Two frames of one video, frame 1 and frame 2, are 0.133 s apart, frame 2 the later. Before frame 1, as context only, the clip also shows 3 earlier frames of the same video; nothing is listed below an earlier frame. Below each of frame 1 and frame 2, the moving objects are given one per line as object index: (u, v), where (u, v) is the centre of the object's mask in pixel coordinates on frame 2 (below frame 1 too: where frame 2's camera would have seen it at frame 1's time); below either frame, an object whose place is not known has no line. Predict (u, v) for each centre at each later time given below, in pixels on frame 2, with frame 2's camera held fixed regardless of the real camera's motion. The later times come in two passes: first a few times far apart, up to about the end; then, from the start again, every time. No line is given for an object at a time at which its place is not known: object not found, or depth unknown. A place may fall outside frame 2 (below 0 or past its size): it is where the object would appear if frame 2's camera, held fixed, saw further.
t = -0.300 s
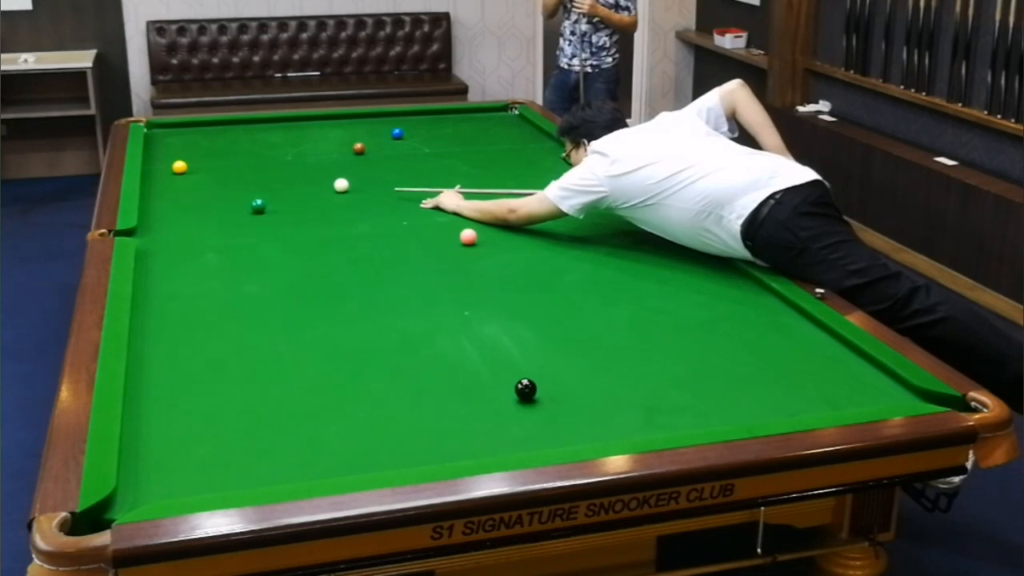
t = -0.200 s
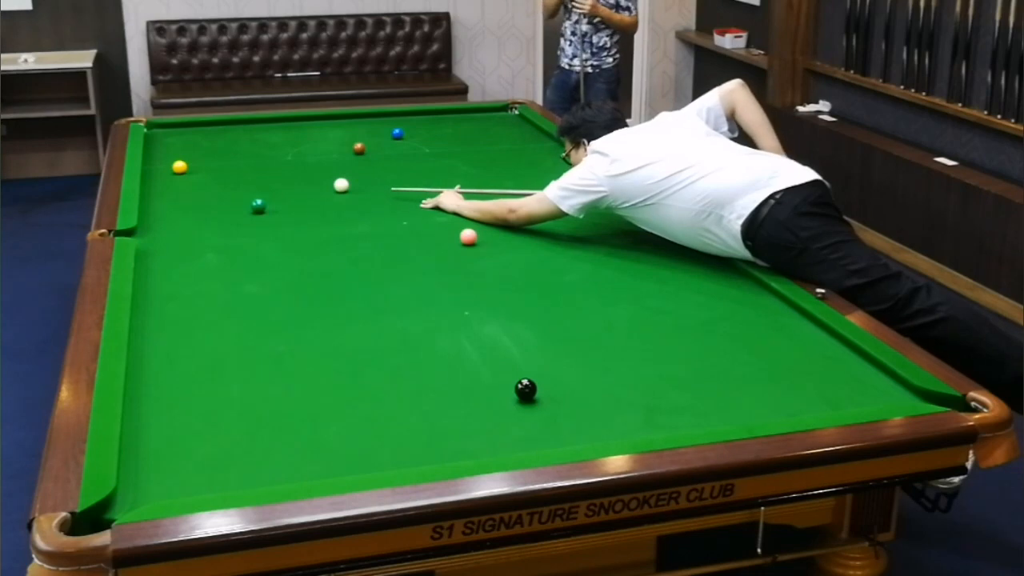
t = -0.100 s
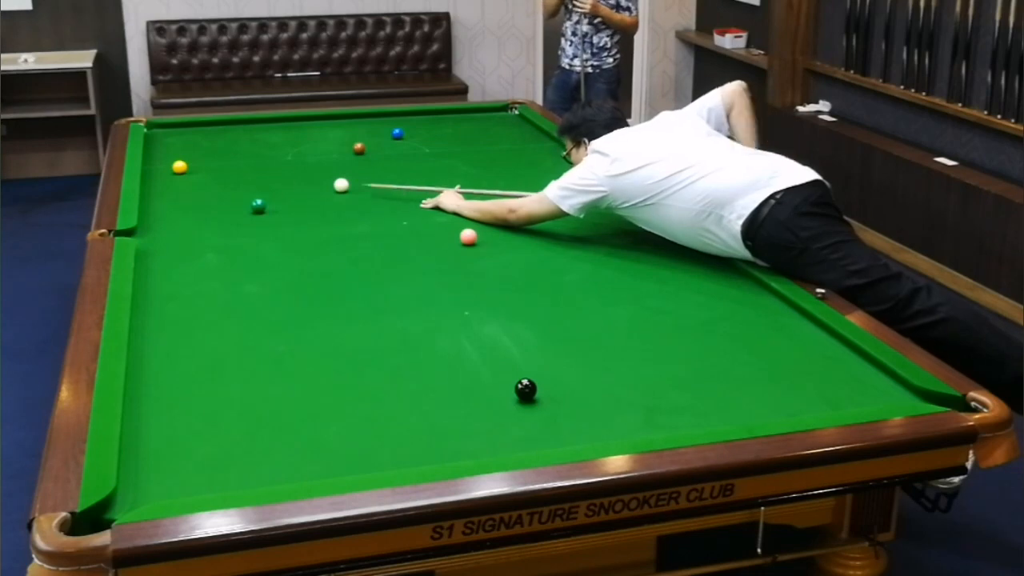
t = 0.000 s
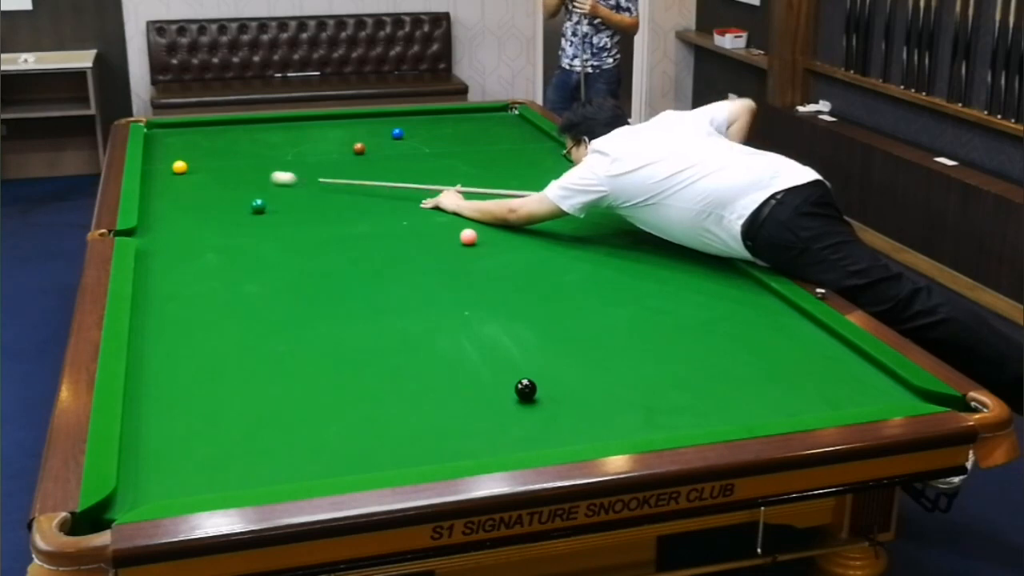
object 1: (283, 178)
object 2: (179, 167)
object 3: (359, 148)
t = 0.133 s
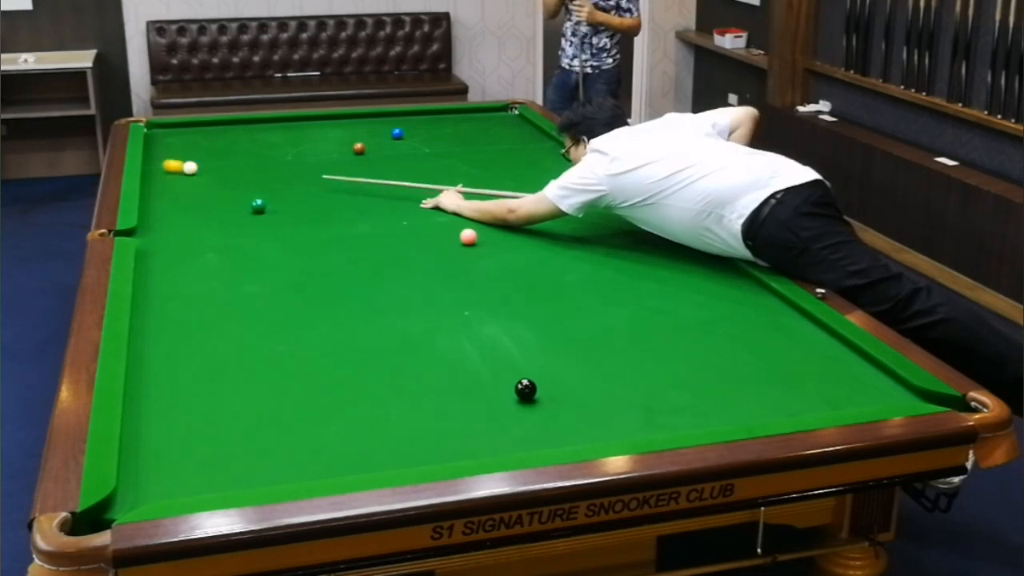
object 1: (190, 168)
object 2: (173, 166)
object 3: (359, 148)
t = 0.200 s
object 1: (188, 168)
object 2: (158, 160)
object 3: (359, 148)
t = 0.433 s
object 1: (163, 166)
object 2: (258, 143)
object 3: (359, 148)
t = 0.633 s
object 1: (162, 161)
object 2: (325, 132)
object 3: (359, 148)
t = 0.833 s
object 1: (185, 155)
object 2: (385, 122)
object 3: (359, 148)
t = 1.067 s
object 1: (210, 149)
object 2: (449, 112)
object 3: (359, 148)
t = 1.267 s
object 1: (230, 144)
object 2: (504, 111)
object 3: (359, 148)
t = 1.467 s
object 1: (249, 139)
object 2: (485, 117)
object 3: (359, 149)
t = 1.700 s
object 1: (269, 134)
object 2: (452, 125)
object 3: (359, 148)
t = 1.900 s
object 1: (285, 130)
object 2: (423, 132)
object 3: (359, 148)
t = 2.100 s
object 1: (299, 126)
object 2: (392, 140)
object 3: (359, 148)
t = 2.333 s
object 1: (315, 122)
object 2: (365, 146)
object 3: (350, 151)
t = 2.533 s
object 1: (328, 118)
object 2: (356, 148)
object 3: (329, 157)
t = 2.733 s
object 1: (340, 115)
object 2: (347, 149)
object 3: (308, 163)
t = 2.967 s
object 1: (352, 116)
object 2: (337, 151)
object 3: (284, 170)
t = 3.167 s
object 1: (362, 117)
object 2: (329, 153)
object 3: (263, 176)
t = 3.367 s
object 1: (371, 118)
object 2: (321, 154)
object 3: (241, 182)
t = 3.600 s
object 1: (382, 119)
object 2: (313, 155)
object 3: (216, 189)
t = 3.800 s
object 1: (390, 120)
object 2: (307, 156)
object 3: (194, 195)
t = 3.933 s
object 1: (395, 120)
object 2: (303, 157)
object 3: (180, 200)
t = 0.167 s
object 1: (189, 168)
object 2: (152, 163)
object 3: (359, 148)
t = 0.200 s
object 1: (188, 168)
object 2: (158, 160)
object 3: (359, 148)
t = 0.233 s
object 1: (186, 168)
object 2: (174, 157)
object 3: (359, 148)
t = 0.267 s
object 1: (183, 168)
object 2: (189, 154)
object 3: (359, 149)
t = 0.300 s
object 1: (181, 168)
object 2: (204, 152)
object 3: (359, 149)
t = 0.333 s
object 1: (177, 167)
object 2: (218, 150)
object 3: (359, 148)
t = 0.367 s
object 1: (173, 167)
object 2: (232, 147)
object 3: (359, 148)
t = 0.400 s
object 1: (169, 166)
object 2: (245, 145)
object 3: (359, 148)
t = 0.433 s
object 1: (163, 166)
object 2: (258, 143)
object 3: (359, 148)
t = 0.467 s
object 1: (158, 165)
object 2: (270, 141)
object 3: (359, 148)
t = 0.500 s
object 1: (152, 164)
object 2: (281, 139)
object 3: (359, 148)
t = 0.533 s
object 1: (149, 164)
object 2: (292, 137)
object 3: (359, 148)
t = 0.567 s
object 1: (154, 163)
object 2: (303, 136)
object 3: (359, 148)
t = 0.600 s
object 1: (158, 162)
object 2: (314, 134)
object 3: (359, 148)
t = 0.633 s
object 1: (162, 161)
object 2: (325, 132)
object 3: (359, 148)
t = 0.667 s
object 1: (166, 160)
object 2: (335, 131)
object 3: (359, 148)
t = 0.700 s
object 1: (170, 159)
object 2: (345, 129)
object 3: (359, 148)
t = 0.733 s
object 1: (174, 158)
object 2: (356, 127)
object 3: (359, 148)
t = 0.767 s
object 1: (178, 157)
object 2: (366, 125)
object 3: (359, 148)
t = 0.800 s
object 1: (182, 156)
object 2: (375, 124)
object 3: (359, 148)
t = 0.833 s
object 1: (185, 155)
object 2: (385, 122)
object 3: (359, 148)
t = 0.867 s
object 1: (189, 154)
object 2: (395, 121)
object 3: (359, 148)
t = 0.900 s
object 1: (193, 153)
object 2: (404, 120)
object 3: (359, 148)
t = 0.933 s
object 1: (196, 152)
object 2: (413, 118)
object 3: (359, 148)
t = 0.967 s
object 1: (200, 151)
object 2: (422, 117)
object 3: (359, 148)
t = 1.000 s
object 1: (203, 150)
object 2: (431, 115)
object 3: (359, 148)
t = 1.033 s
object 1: (207, 149)
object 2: (440, 114)
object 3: (359, 148)
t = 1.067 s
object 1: (210, 149)
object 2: (449, 112)
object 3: (359, 148)
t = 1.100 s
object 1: (214, 148)
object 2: (458, 111)
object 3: (359, 148)
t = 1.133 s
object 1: (217, 147)
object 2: (466, 109)
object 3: (359, 148)
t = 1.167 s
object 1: (220, 146)
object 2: (475, 110)
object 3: (359, 148)
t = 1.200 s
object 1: (224, 145)
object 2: (485, 110)
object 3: (359, 148)
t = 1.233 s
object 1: (227, 144)
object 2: (495, 110)
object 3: (359, 148)
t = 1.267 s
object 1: (230, 144)
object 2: (504, 111)
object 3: (359, 148)
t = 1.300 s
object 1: (233, 143)
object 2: (512, 110)
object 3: (359, 148)
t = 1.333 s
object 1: (236, 142)
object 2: (506, 112)
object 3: (358, 149)
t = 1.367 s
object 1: (239, 141)
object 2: (500, 113)
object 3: (359, 148)
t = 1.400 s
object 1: (243, 140)
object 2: (494, 114)
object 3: (359, 148)
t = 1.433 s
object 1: (246, 140)
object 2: (489, 116)
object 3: (359, 148)
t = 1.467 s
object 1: (249, 139)
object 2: (485, 117)
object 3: (359, 149)
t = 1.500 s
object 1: (252, 138)
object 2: (481, 116)
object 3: (359, 149)
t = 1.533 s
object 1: (254, 138)
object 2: (475, 120)
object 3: (359, 149)
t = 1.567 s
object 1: (257, 137)
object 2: (470, 120)
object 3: (359, 149)
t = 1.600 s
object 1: (260, 136)
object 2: (466, 121)
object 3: (359, 148)
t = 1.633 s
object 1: (263, 135)
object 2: (461, 123)
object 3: (359, 148)
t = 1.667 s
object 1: (266, 135)
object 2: (457, 123)
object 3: (359, 148)
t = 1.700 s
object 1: (269, 134)
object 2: (452, 125)
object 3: (359, 148)
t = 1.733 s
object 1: (271, 133)
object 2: (447, 126)
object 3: (359, 148)
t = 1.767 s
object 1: (274, 132)
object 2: (442, 127)
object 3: (359, 148)
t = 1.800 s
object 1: (277, 132)
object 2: (437, 128)
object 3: (359, 148)
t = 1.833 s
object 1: (279, 131)
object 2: (432, 130)
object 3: (359, 148)
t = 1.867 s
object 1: (282, 130)
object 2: (428, 131)
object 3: (359, 148)
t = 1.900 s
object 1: (285, 130)
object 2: (423, 132)
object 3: (359, 148)
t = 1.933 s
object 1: (287, 129)
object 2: (418, 133)
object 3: (359, 148)
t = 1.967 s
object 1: (290, 128)
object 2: (413, 134)
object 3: (359, 148)
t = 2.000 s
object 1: (292, 127)
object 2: (408, 136)
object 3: (359, 148)
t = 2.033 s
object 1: (294, 127)
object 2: (403, 137)
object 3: (359, 148)
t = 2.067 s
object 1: (297, 126)
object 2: (398, 138)
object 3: (359, 148)
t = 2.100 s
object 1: (299, 126)
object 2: (392, 140)
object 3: (359, 148)
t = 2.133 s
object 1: (302, 126)
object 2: (387, 141)
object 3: (359, 148)
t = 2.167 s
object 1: (304, 125)
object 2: (382, 142)
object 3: (359, 148)
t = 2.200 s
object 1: (306, 124)
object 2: (377, 143)
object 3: (359, 148)
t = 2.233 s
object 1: (309, 123)
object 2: (372, 145)
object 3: (358, 148)
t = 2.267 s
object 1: (311, 123)
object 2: (368, 145)
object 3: (358, 149)
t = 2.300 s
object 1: (313, 122)
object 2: (366, 146)
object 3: (353, 150)
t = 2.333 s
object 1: (315, 122)
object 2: (365, 146)
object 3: (350, 151)
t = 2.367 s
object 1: (318, 121)
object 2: (364, 146)
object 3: (346, 152)
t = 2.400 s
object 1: (320, 121)
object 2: (362, 147)
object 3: (342, 153)
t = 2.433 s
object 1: (322, 120)
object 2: (361, 147)
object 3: (339, 154)
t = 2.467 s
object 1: (324, 120)
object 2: (359, 147)
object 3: (336, 155)
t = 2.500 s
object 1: (326, 119)
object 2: (357, 147)
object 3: (332, 156)
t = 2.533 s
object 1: (328, 118)
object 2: (356, 148)
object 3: (329, 157)
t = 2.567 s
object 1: (330, 118)
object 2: (354, 148)
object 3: (325, 158)
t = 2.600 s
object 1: (332, 117)
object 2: (353, 148)
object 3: (322, 159)
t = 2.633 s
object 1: (334, 117)
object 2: (351, 149)
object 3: (318, 160)
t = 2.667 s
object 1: (336, 116)
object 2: (350, 149)
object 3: (315, 161)
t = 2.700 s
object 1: (338, 116)
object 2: (348, 149)
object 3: (312, 162)
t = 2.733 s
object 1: (340, 115)
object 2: (347, 149)
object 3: (308, 163)
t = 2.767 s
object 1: (342, 116)
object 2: (345, 150)
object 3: (305, 164)
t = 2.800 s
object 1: (344, 116)
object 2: (344, 150)
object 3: (301, 165)
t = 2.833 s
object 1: (345, 116)
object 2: (342, 150)
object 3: (298, 166)
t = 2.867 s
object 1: (347, 116)
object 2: (341, 150)
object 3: (294, 167)
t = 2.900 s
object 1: (349, 116)
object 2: (339, 151)
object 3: (291, 168)
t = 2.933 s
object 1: (351, 116)
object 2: (338, 151)
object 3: (288, 168)
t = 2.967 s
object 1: (352, 116)
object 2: (337, 151)
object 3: (284, 170)
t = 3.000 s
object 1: (354, 116)
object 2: (335, 151)
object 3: (280, 171)
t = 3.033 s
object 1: (356, 117)
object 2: (334, 152)
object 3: (277, 172)
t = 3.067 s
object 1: (357, 117)
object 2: (333, 152)
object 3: (273, 173)
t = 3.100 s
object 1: (359, 117)
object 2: (332, 152)
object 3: (270, 174)
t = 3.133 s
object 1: (361, 117)
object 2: (330, 152)
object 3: (266, 175)
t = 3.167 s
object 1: (362, 117)
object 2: (329, 153)
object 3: (263, 176)
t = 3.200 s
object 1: (364, 117)
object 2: (327, 153)
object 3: (259, 177)
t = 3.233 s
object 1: (366, 118)
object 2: (326, 153)
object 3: (255, 178)
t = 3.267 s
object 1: (367, 118)
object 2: (325, 153)
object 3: (252, 179)
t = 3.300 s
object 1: (369, 118)
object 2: (323, 154)
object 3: (249, 180)
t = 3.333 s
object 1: (370, 118)
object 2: (322, 154)
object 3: (245, 181)
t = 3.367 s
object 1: (371, 118)
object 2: (321, 154)
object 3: (241, 182)
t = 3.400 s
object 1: (373, 118)
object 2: (320, 154)
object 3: (238, 183)
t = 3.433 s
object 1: (375, 118)
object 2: (319, 154)
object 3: (234, 184)
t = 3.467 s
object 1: (376, 118)
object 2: (317, 155)
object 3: (230, 185)
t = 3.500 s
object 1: (378, 119)
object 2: (316, 155)
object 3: (227, 186)
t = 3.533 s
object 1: (379, 119)
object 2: (315, 155)
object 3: (223, 187)
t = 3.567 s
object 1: (380, 119)
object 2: (314, 155)
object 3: (220, 188)
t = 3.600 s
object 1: (382, 119)
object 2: (313, 155)
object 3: (216, 189)
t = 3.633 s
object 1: (383, 119)
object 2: (312, 155)
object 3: (213, 190)
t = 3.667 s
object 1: (384, 119)
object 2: (311, 156)
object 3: (209, 191)
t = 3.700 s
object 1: (386, 119)
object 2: (310, 156)
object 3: (205, 192)
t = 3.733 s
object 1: (387, 120)
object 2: (309, 156)
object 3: (202, 194)
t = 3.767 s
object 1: (389, 120)
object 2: (308, 156)
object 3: (198, 194)
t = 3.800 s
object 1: (390, 120)
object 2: (307, 156)
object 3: (194, 195)
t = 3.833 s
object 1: (391, 120)
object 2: (306, 156)
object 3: (191, 197)
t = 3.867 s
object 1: (393, 120)
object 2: (305, 157)
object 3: (187, 198)
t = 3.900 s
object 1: (394, 120)
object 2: (304, 157)
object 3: (183, 199)
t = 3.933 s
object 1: (395, 120)
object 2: (303, 157)
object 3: (180, 200)
